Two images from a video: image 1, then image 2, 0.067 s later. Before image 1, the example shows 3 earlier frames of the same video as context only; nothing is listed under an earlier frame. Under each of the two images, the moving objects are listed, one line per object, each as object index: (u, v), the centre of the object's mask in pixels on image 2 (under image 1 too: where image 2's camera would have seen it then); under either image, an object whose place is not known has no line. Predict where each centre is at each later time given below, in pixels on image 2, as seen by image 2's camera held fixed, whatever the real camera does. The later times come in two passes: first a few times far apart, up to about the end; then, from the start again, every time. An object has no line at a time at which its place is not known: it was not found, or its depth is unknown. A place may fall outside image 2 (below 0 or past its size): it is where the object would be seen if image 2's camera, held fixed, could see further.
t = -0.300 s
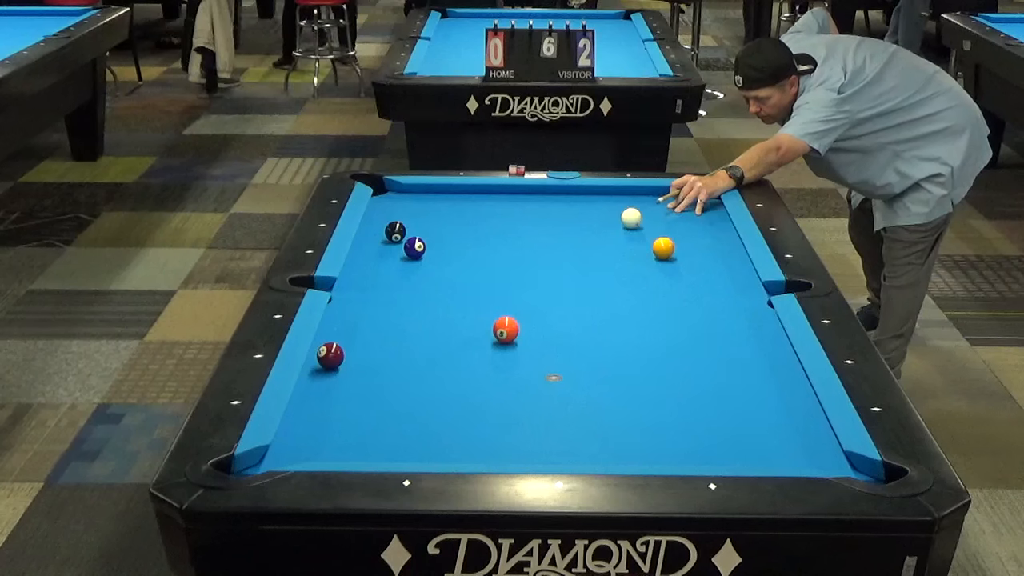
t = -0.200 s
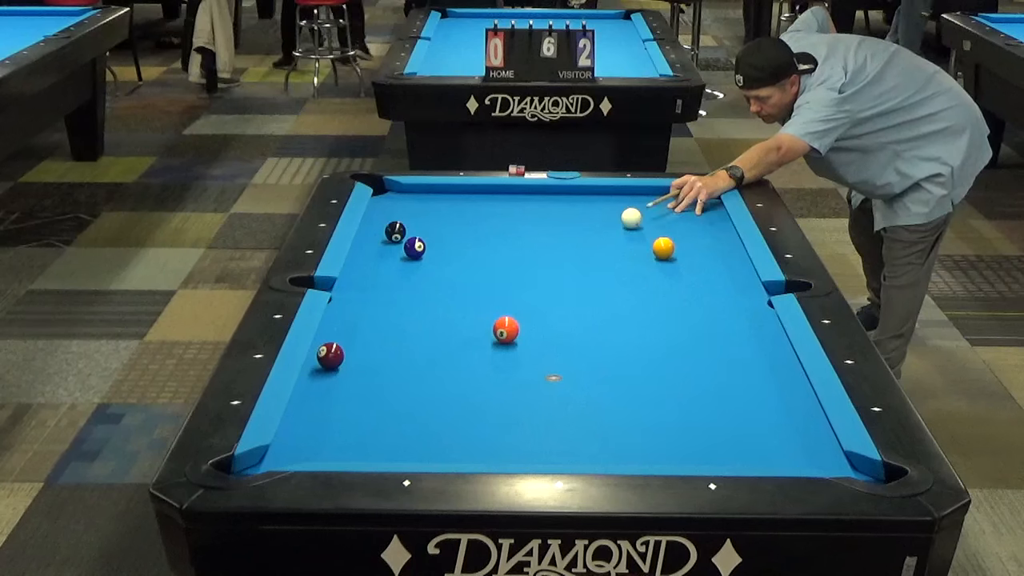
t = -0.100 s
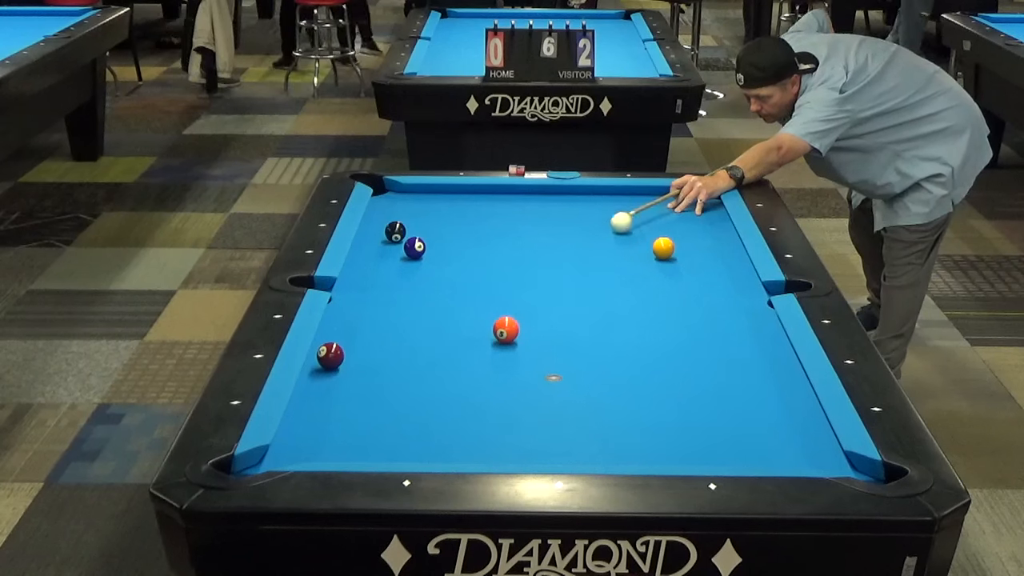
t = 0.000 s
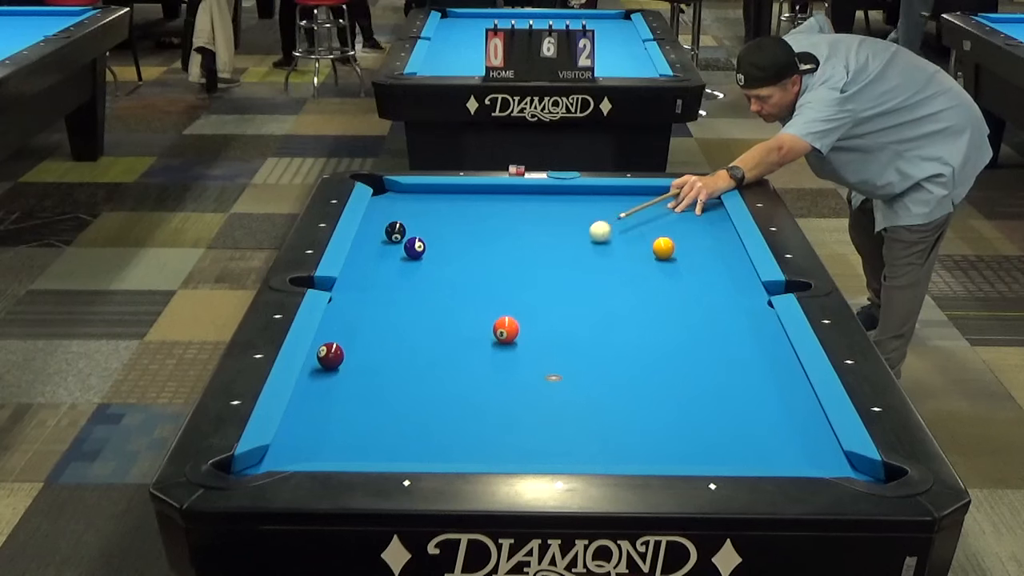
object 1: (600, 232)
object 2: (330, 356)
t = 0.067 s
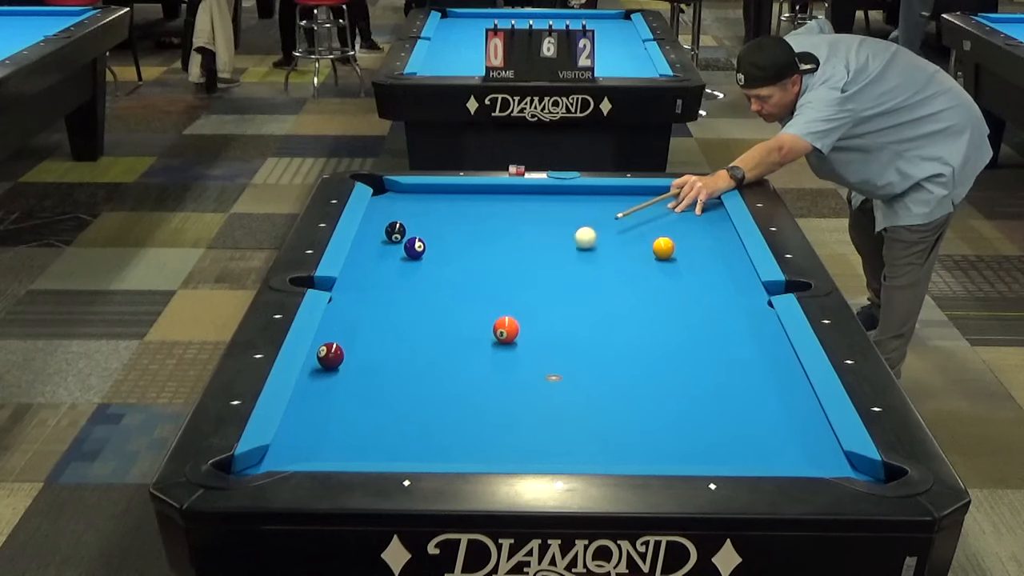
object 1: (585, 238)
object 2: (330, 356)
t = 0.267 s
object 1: (539, 258)
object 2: (330, 356)
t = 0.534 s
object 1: (472, 287)
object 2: (330, 356)
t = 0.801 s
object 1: (397, 319)
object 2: (330, 356)
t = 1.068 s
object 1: (328, 343)
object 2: (326, 364)
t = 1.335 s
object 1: (371, 350)
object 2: (314, 391)
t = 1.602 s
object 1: (411, 354)
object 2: (301, 419)
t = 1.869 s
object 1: (449, 357)
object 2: (287, 447)
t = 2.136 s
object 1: (486, 360)
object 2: (260, 468)
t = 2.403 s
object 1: (519, 363)
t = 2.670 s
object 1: (551, 365)
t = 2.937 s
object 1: (580, 367)
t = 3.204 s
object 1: (606, 370)
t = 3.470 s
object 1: (630, 371)
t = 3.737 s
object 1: (651, 373)
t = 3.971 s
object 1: (667, 375)
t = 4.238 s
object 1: (683, 376)
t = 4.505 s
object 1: (697, 377)
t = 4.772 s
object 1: (707, 378)
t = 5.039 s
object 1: (715, 378)
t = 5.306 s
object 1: (720, 379)
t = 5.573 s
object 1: (721, 378)
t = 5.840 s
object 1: (722, 378)
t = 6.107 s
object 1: (722, 378)
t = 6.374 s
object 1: (722, 378)
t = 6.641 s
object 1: (722, 378)
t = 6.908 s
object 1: (722, 378)
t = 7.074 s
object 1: (722, 378)
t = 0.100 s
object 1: (578, 241)
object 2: (330, 356)
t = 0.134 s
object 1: (570, 245)
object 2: (330, 356)
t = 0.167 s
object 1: (563, 248)
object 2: (330, 356)
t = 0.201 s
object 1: (555, 251)
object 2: (330, 356)
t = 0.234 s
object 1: (547, 254)
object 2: (330, 356)
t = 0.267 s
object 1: (539, 258)
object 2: (330, 356)
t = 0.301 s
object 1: (531, 262)
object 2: (330, 356)
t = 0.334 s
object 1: (523, 265)
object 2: (330, 356)
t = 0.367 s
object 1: (515, 269)
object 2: (330, 356)
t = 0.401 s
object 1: (507, 272)
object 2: (330, 356)
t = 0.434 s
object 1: (498, 276)
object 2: (330, 356)
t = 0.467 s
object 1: (490, 279)
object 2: (330, 356)
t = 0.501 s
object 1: (481, 283)
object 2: (330, 356)
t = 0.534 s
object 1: (472, 287)
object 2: (330, 356)
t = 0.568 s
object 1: (463, 291)
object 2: (330, 356)
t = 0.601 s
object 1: (454, 295)
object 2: (330, 356)
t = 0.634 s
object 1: (445, 299)
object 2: (330, 356)
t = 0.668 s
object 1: (435, 302)
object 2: (330, 356)
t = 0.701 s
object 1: (426, 307)
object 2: (330, 356)
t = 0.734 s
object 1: (417, 311)
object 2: (330, 356)
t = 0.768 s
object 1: (407, 315)
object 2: (330, 356)
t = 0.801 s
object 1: (397, 319)
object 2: (330, 356)
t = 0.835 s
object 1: (387, 323)
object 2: (330, 356)
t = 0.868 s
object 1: (377, 328)
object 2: (330, 356)
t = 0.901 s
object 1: (367, 332)
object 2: (330, 356)
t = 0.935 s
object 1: (357, 336)
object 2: (330, 356)
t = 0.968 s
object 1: (347, 339)
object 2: (330, 356)
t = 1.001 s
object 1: (338, 340)
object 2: (330, 356)
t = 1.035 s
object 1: (326, 341)
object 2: (329, 360)
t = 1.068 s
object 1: (328, 343)
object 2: (326, 364)
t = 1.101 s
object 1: (335, 345)
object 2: (325, 368)
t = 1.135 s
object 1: (339, 347)
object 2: (323, 371)
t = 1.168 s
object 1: (345, 348)
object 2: (322, 373)
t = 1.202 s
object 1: (350, 348)
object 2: (320, 377)
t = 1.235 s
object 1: (355, 349)
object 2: (318, 380)
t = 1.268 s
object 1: (360, 349)
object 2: (317, 384)
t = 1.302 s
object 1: (366, 350)
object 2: (315, 388)
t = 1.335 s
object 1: (371, 350)
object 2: (314, 391)
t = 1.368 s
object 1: (376, 351)
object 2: (312, 394)
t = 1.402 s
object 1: (381, 351)
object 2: (310, 397)
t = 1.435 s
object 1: (386, 351)
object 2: (309, 401)
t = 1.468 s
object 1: (391, 352)
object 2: (307, 404)
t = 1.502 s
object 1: (396, 352)
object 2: (305, 408)
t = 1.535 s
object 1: (401, 353)
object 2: (304, 411)
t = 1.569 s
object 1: (406, 353)
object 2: (302, 415)
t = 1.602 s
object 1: (411, 354)
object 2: (301, 419)
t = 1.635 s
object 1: (416, 354)
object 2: (299, 422)
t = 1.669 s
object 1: (421, 355)
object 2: (297, 426)
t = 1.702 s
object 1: (426, 355)
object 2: (295, 429)
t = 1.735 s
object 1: (430, 355)
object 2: (294, 433)
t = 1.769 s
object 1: (435, 356)
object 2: (292, 436)
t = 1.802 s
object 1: (440, 356)
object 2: (290, 440)
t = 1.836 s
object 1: (445, 357)
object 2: (289, 444)
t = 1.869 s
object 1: (449, 357)
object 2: (287, 447)
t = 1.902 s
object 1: (454, 357)
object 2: (285, 450)
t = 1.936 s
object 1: (459, 358)
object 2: (283, 453)
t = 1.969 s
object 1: (463, 358)
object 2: (281, 456)
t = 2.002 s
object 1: (468, 359)
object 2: (279, 458)
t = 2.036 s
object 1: (472, 359)
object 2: (277, 460)
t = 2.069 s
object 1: (477, 359)
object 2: (273, 462)
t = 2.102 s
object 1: (481, 360)
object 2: (266, 464)
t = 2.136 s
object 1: (486, 360)
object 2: (260, 468)
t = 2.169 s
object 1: (490, 360)
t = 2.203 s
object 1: (494, 361)
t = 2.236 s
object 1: (499, 361)
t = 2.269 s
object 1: (503, 361)
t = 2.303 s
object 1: (507, 361)
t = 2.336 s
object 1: (511, 362)
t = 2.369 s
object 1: (515, 362)
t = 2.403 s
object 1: (519, 363)
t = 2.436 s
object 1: (523, 363)
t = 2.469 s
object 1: (528, 363)
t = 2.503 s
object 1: (532, 364)
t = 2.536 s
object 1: (536, 364)
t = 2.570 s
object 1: (539, 364)
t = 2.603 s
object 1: (543, 364)
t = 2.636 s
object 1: (547, 365)
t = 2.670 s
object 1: (551, 365)
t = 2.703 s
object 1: (555, 366)
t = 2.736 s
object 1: (558, 366)
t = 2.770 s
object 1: (562, 366)
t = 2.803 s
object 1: (565, 367)
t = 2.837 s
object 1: (569, 367)
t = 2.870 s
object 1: (573, 367)
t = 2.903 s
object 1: (576, 367)
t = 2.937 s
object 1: (580, 367)
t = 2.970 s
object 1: (583, 368)
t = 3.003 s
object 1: (587, 368)
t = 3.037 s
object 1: (590, 368)
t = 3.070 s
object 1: (593, 369)
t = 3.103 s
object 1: (597, 369)
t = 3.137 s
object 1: (600, 369)
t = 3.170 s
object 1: (603, 369)
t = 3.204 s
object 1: (606, 370)
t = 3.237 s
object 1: (609, 370)
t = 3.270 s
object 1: (612, 370)
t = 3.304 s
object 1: (615, 370)
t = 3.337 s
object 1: (618, 370)
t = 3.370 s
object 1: (621, 371)
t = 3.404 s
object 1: (624, 371)
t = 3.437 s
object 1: (627, 371)
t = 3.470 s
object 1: (630, 371)
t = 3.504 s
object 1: (633, 372)
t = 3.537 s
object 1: (635, 372)
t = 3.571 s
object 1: (638, 372)
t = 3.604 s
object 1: (641, 373)
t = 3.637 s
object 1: (643, 373)
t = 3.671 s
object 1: (646, 373)
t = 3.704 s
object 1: (648, 373)
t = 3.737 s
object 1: (651, 373)
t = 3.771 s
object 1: (653, 374)
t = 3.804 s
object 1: (656, 374)
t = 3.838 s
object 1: (658, 374)
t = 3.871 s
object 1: (661, 374)
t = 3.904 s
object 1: (663, 375)
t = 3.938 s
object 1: (665, 375)
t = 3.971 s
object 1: (667, 375)
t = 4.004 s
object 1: (670, 375)
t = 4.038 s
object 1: (672, 375)
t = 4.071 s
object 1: (674, 375)
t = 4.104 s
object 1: (676, 376)
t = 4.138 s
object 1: (678, 376)
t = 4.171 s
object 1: (680, 376)
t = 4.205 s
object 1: (682, 376)
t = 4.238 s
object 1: (683, 376)
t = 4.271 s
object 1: (685, 376)
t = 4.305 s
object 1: (687, 376)
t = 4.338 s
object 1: (689, 377)
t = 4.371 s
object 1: (690, 377)
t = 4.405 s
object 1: (692, 377)
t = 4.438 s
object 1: (694, 377)
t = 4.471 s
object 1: (695, 377)
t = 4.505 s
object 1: (697, 377)
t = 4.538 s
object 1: (698, 377)
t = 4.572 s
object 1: (699, 377)
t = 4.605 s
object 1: (701, 377)
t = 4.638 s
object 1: (702, 378)
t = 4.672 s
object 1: (703, 378)
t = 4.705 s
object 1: (705, 378)
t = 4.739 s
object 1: (706, 378)
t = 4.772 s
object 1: (707, 378)
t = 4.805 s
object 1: (708, 378)
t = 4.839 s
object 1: (709, 378)
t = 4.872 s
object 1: (710, 378)
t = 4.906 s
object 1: (711, 378)
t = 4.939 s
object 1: (712, 378)
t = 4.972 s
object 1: (713, 378)
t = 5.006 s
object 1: (714, 378)
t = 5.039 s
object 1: (715, 378)
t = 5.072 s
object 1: (716, 378)
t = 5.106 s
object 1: (716, 379)
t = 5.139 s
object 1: (717, 379)
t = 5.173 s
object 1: (717, 379)
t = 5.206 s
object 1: (718, 379)
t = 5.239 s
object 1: (719, 379)
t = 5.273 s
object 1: (719, 379)
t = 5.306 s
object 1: (720, 379)
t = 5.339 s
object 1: (720, 379)
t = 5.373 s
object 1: (720, 379)
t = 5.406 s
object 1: (721, 378)
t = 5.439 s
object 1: (721, 378)
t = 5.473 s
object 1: (721, 378)
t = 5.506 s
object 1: (721, 378)
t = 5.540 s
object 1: (721, 378)
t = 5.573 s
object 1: (721, 378)
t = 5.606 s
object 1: (722, 378)
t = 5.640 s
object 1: (722, 378)
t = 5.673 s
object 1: (722, 378)
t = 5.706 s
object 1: (722, 378)
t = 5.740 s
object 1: (722, 378)
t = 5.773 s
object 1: (722, 378)
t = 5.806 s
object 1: (722, 378)
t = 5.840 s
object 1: (722, 378)
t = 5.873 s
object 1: (722, 378)
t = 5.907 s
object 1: (722, 378)
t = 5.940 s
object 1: (722, 378)
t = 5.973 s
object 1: (722, 379)
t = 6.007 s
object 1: (722, 378)
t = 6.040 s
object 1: (722, 378)
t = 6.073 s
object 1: (722, 379)
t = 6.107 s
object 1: (722, 378)
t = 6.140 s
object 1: (722, 378)
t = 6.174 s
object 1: (722, 378)
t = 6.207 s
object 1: (722, 378)
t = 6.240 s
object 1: (722, 378)
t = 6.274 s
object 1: (722, 378)
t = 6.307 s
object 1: (722, 378)
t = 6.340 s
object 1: (722, 378)
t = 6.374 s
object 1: (722, 378)
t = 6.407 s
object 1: (722, 378)
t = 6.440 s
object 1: (722, 378)
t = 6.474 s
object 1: (722, 378)
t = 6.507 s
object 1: (722, 378)
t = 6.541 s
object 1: (722, 378)
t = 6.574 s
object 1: (722, 378)
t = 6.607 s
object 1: (722, 378)
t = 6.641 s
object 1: (722, 378)
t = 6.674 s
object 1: (722, 378)
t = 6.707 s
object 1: (722, 378)
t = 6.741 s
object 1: (722, 378)
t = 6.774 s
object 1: (722, 378)
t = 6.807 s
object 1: (722, 378)
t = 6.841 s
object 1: (722, 378)
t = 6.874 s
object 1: (722, 378)
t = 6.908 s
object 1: (722, 378)
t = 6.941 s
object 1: (722, 378)
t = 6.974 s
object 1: (722, 378)
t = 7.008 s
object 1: (722, 378)
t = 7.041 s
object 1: (722, 378)
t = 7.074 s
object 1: (722, 378)
